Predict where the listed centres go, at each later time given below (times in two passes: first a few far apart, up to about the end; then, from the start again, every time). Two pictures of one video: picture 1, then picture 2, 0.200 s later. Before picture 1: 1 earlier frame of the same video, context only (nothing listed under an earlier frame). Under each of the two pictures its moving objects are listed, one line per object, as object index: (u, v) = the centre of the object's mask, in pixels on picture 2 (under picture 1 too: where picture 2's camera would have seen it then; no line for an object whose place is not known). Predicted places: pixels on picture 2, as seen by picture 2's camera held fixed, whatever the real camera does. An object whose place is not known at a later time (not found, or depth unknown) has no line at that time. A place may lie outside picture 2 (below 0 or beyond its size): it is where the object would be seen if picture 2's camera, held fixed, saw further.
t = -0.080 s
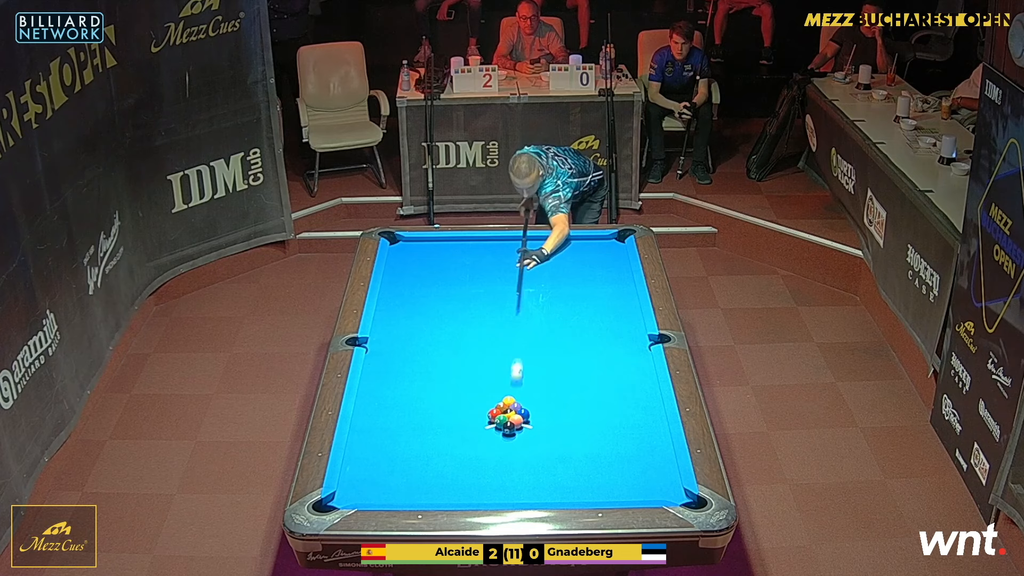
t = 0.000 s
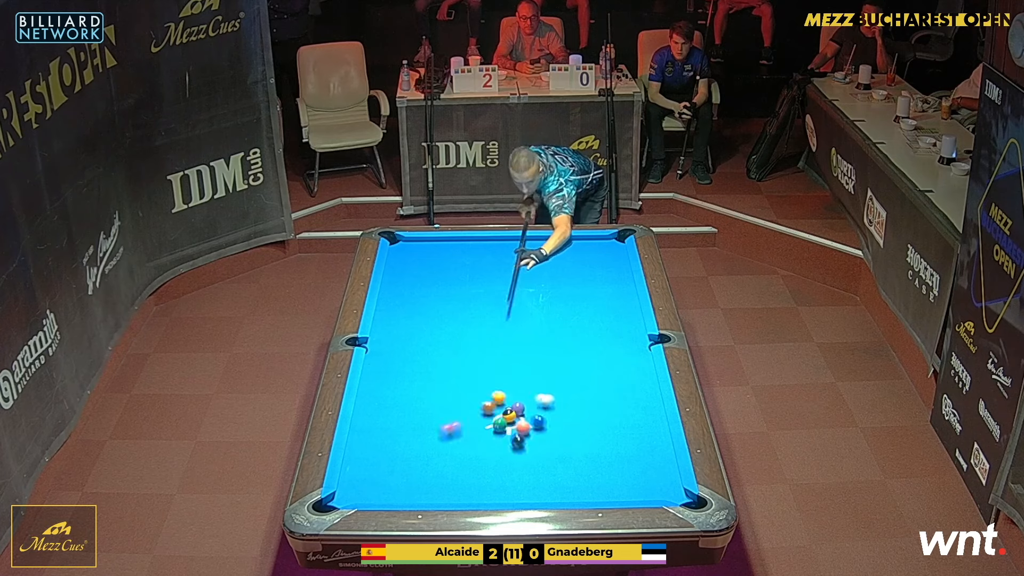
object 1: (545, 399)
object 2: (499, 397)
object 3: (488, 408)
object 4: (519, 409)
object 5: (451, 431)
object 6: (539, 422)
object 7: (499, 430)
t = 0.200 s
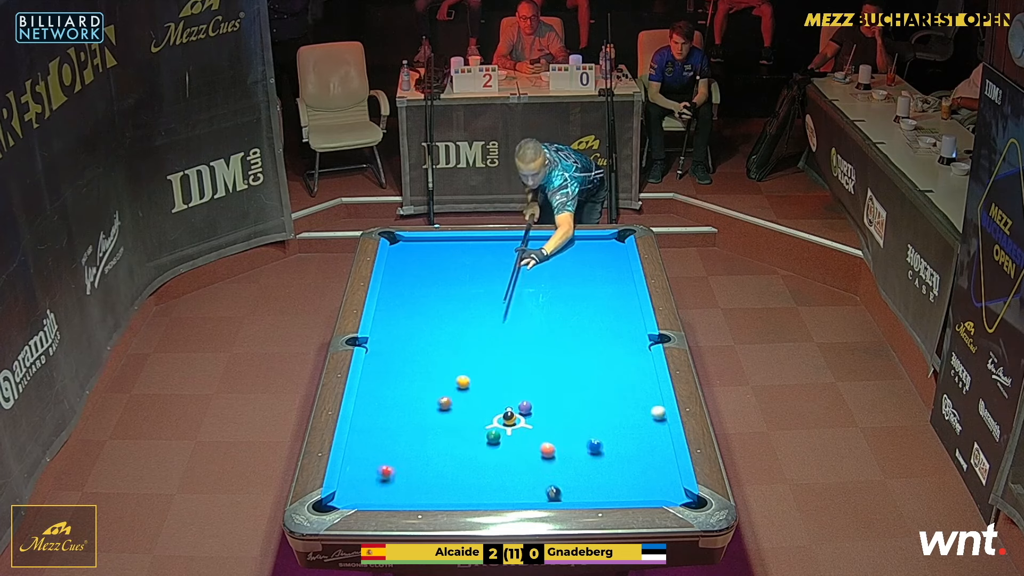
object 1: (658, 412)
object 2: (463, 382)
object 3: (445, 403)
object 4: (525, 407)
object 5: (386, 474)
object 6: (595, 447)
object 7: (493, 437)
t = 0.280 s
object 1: (629, 412)
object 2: (451, 377)
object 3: (430, 402)
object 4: (527, 407)
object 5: (422, 484)
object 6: (614, 455)
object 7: (491, 441)
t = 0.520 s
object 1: (550, 406)
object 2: (418, 365)
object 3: (385, 396)
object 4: (534, 405)
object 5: (520, 496)
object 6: (673, 481)
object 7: (484, 454)
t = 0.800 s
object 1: (542, 404)
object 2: (382, 351)
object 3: (381, 388)
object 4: (476, 393)
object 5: (616, 480)
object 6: (642, 495)
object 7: (476, 469)
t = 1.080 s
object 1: (532, 401)
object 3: (407, 378)
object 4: (431, 382)
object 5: (646, 460)
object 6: (618, 485)
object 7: (468, 483)
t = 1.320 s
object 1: (524, 398)
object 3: (402, 364)
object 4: (422, 381)
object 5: (604, 441)
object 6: (612, 472)
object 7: (461, 495)
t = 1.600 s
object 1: (515, 395)
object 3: (395, 348)
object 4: (416, 381)
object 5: (561, 421)
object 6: (605, 458)
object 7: (456, 497)
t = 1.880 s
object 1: (508, 393)
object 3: (388, 333)
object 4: (412, 381)
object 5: (522, 402)
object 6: (599, 446)
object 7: (453, 491)
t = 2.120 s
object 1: (489, 382)
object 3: (382, 322)
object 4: (410, 380)
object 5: (505, 396)
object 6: (594, 436)
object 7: (450, 485)
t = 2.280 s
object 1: (477, 375)
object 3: (380, 315)
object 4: (409, 380)
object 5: (497, 393)
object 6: (591, 429)
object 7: (449, 482)
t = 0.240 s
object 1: (644, 412)
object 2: (457, 380)
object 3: (437, 403)
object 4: (526, 407)
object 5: (404, 479)
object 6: (605, 451)
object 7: (492, 439)
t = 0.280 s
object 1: (629, 412)
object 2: (451, 377)
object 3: (430, 402)
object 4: (527, 407)
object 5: (422, 484)
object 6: (614, 455)
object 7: (491, 441)
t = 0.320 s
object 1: (615, 412)
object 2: (445, 375)
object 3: (422, 401)
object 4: (529, 407)
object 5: (441, 488)
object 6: (624, 459)
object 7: (490, 444)
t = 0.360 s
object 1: (601, 411)
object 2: (440, 373)
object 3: (414, 400)
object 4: (530, 406)
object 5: (458, 493)
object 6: (635, 464)
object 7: (489, 446)
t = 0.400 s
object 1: (587, 410)
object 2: (434, 371)
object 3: (407, 399)
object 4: (531, 406)
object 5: (475, 496)
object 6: (644, 467)
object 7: (487, 448)
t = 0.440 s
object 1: (574, 409)
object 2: (429, 369)
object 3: (399, 398)
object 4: (532, 406)
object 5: (490, 498)
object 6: (655, 472)
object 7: (486, 450)
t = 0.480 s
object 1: (562, 408)
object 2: (423, 367)
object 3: (392, 397)
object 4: (533, 406)
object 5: (505, 497)
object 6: (665, 476)
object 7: (485, 452)
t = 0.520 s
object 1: (550, 406)
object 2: (418, 365)
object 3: (385, 396)
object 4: (534, 405)
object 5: (520, 496)
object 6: (673, 481)
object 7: (484, 454)
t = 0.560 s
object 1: (549, 407)
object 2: (413, 363)
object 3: (378, 395)
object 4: (526, 403)
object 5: (534, 494)
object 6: (668, 484)
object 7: (483, 457)
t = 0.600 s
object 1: (549, 407)
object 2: (407, 361)
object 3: (370, 394)
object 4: (516, 401)
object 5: (548, 492)
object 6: (663, 487)
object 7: (482, 459)
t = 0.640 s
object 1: (548, 407)
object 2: (402, 359)
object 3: (364, 393)
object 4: (506, 399)
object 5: (562, 489)
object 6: (658, 490)
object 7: (480, 460)
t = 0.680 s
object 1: (547, 406)
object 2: (397, 357)
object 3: (368, 392)
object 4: (498, 397)
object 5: (575, 486)
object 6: (654, 492)
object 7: (479, 463)
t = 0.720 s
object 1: (546, 406)
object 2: (392, 355)
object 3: (373, 390)
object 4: (489, 396)
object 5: (589, 483)
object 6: (650, 494)
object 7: (478, 465)
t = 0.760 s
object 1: (544, 405)
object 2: (387, 353)
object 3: (377, 389)
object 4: (482, 394)
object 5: (603, 482)
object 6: (646, 496)
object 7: (477, 467)
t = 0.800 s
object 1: (542, 404)
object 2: (382, 351)
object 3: (381, 388)
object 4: (476, 393)
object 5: (616, 480)
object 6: (642, 495)
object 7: (476, 469)
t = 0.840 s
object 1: (541, 404)
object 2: (377, 349)
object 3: (385, 386)
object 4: (469, 391)
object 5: (630, 477)
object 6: (638, 493)
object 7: (475, 472)
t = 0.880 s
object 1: (539, 403)
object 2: (373, 348)
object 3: (389, 385)
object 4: (463, 389)
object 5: (643, 475)
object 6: (633, 493)
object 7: (473, 473)
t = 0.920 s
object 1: (537, 403)
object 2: (368, 345)
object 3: (392, 384)
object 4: (456, 388)
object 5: (656, 472)
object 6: (630, 492)
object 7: (472, 475)
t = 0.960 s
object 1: (536, 402)
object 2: (364, 344)
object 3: (396, 382)
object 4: (450, 386)
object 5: (669, 470)
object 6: (626, 490)
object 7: (471, 477)
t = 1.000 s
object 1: (535, 402)
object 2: (359, 345)
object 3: (400, 381)
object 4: (443, 385)
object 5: (665, 467)
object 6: (622, 489)
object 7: (470, 479)
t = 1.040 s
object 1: (533, 401)
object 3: (404, 380)
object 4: (437, 384)
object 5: (655, 463)
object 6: (619, 487)
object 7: (469, 481)
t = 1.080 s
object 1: (532, 401)
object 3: (407, 378)
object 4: (431, 382)
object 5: (646, 460)
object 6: (618, 485)
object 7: (468, 483)
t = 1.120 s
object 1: (530, 400)
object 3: (411, 377)
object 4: (425, 381)
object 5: (638, 457)
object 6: (617, 483)
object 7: (467, 485)
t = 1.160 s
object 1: (529, 400)
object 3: (410, 375)
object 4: (423, 380)
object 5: (630, 454)
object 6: (616, 481)
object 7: (465, 488)
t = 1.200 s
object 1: (527, 399)
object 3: (407, 372)
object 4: (423, 381)
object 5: (623, 451)
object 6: (615, 478)
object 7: (464, 489)
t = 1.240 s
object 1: (526, 399)
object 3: (405, 369)
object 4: (423, 381)
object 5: (617, 448)
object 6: (614, 476)
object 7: (464, 491)
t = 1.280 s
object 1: (525, 398)
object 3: (403, 367)
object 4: (423, 381)
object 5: (610, 444)
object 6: (613, 475)
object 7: (462, 493)
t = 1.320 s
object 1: (524, 398)
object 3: (402, 364)
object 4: (422, 381)
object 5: (604, 441)
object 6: (612, 472)
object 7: (461, 495)
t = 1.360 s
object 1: (522, 398)
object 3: (401, 362)
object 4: (421, 381)
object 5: (597, 438)
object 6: (611, 470)
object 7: (461, 496)
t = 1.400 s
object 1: (521, 397)
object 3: (400, 359)
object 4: (420, 381)
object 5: (591, 435)
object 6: (610, 468)
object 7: (460, 497)
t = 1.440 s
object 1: (520, 397)
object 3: (399, 357)
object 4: (419, 381)
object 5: (585, 432)
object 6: (609, 466)
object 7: (458, 498)
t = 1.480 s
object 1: (519, 396)
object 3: (398, 355)
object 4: (419, 381)
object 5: (579, 429)
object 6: (608, 464)
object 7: (458, 498)
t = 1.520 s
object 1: (517, 396)
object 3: (397, 352)
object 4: (418, 381)
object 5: (573, 426)
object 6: (607, 462)
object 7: (457, 498)
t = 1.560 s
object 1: (516, 396)
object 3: (396, 350)
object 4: (417, 381)
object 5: (567, 423)
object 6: (606, 460)
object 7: (457, 497)
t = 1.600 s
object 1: (515, 395)
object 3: (395, 348)
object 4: (416, 381)
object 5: (561, 421)
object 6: (605, 458)
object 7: (456, 497)
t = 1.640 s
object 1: (514, 395)
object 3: (394, 346)
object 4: (416, 381)
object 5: (555, 418)
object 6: (604, 456)
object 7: (456, 496)
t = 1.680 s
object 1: (513, 394)
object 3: (393, 344)
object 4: (415, 381)
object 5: (550, 415)
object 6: (604, 455)
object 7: (455, 495)
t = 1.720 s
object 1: (512, 394)
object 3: (392, 342)
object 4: (415, 381)
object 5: (544, 412)
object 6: (603, 452)
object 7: (455, 494)
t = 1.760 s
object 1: (511, 394)
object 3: (391, 339)
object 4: (414, 381)
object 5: (539, 409)
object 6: (602, 450)
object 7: (454, 493)
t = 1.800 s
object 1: (510, 393)
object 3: (390, 337)
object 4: (413, 381)
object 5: (533, 407)
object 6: (601, 449)
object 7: (454, 492)
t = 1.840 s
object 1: (509, 393)
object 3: (389, 335)
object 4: (413, 381)
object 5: (527, 404)
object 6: (600, 447)
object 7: (453, 491)
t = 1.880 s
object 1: (508, 393)
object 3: (388, 333)
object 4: (412, 381)
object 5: (522, 402)
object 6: (599, 446)
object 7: (453, 491)
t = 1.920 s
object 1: (507, 392)
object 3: (387, 331)
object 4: (412, 381)
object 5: (517, 399)
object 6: (598, 444)
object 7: (452, 490)
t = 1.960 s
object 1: (503, 390)
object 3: (386, 330)
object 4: (412, 381)
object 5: (514, 398)
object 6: (598, 442)
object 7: (452, 489)
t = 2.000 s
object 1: (499, 388)
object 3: (385, 327)
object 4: (411, 381)
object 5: (512, 398)
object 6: (597, 441)
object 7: (451, 488)
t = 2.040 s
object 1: (496, 386)
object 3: (384, 325)
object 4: (411, 381)
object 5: (510, 397)
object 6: (596, 439)
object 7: (451, 487)
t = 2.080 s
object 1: (493, 384)
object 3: (383, 324)
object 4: (410, 381)
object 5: (508, 396)
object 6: (595, 437)
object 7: (450, 486)
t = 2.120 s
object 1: (489, 382)
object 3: (382, 322)
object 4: (410, 380)
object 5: (505, 396)
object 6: (594, 436)
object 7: (450, 485)
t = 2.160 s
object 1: (486, 380)
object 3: (382, 320)
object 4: (410, 380)
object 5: (503, 395)
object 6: (594, 434)
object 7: (450, 485)
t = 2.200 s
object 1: (484, 378)
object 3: (381, 318)
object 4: (410, 380)
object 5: (501, 394)
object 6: (593, 433)
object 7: (449, 484)
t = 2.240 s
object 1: (480, 376)
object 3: (380, 316)
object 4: (410, 380)
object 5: (499, 394)
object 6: (592, 431)
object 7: (449, 483)
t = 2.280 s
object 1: (477, 375)
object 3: (380, 315)
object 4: (409, 380)
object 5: (497, 393)
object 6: (591, 429)
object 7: (449, 482)
